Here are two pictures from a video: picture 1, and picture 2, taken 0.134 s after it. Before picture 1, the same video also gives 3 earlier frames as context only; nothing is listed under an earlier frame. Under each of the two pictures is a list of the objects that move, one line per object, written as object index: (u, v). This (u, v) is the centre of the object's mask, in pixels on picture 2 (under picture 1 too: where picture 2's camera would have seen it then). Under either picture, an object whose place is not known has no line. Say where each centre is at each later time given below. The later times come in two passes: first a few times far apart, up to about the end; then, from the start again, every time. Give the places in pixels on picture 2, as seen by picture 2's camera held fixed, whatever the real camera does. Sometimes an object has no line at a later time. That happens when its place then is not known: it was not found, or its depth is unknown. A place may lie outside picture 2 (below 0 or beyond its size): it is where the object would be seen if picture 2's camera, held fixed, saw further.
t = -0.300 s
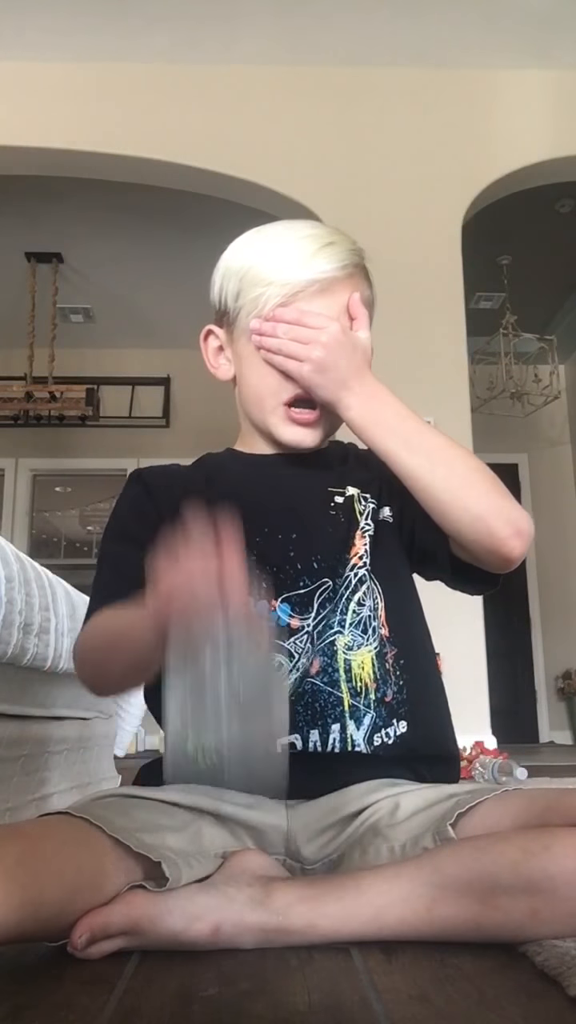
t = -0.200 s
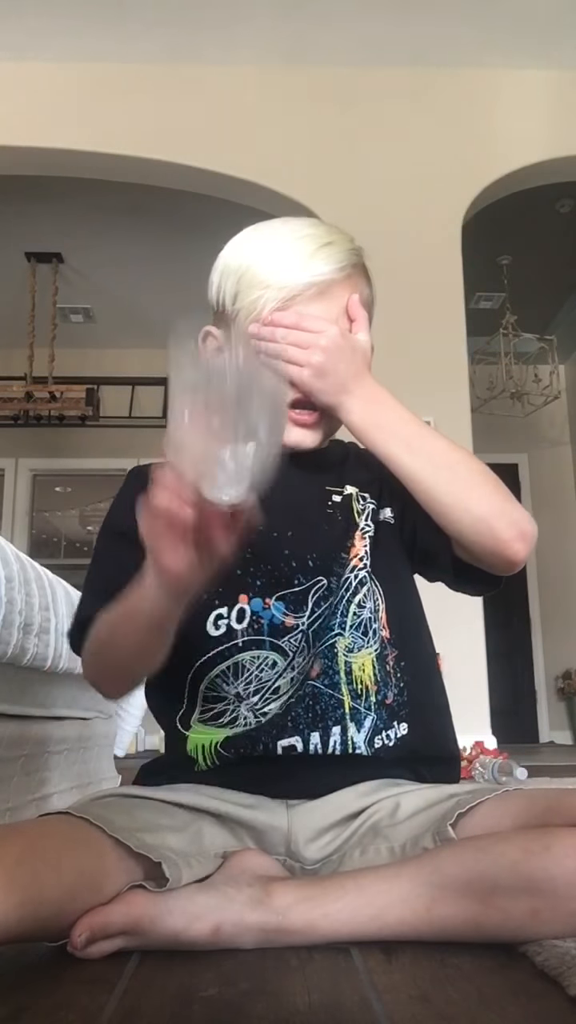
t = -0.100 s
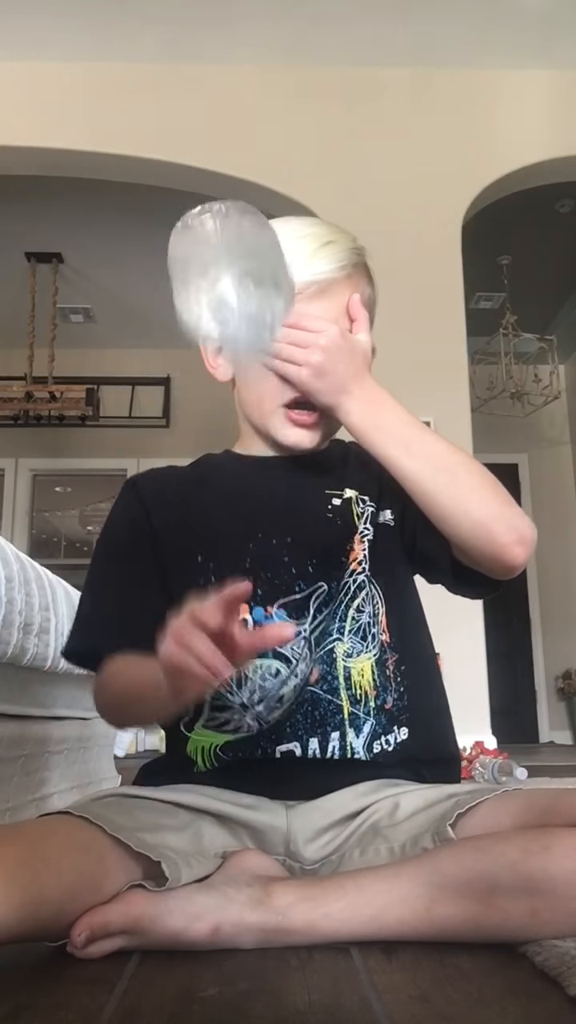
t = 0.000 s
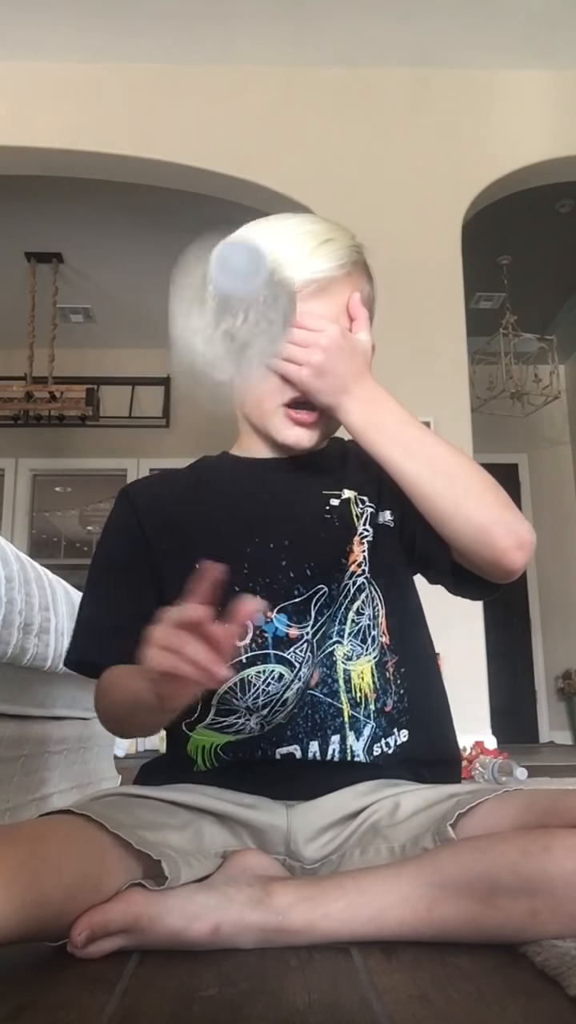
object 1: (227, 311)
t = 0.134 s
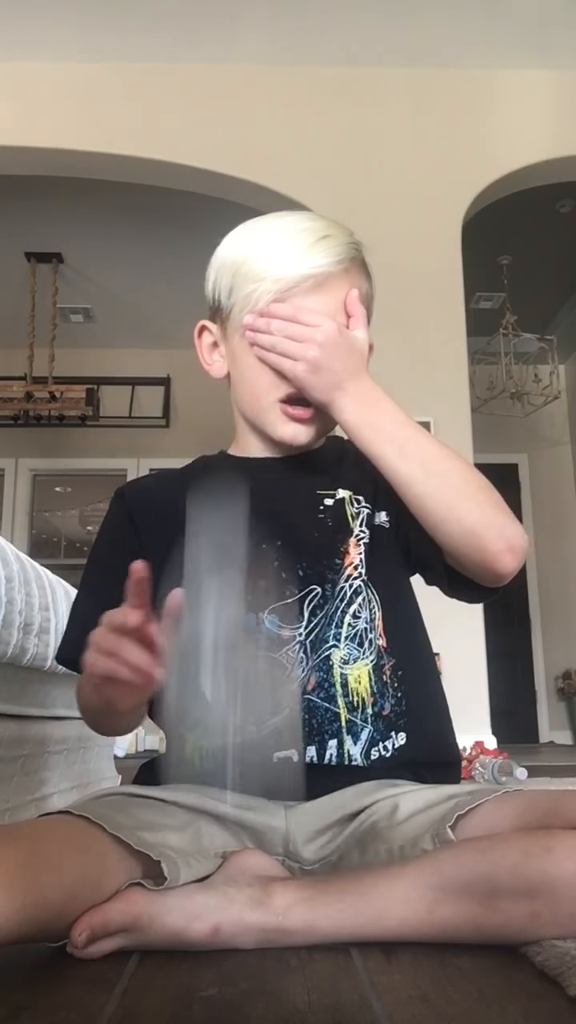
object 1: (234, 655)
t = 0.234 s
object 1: (245, 947)
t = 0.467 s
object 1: (266, 945)
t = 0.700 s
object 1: (266, 945)
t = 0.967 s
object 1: (267, 945)
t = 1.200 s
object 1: (266, 945)
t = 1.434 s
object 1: (267, 945)
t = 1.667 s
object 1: (267, 945)
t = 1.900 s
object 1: (267, 945)
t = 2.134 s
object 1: (266, 945)
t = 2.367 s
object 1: (266, 946)
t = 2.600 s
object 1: (266, 945)
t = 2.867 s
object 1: (266, 945)
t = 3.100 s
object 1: (267, 946)
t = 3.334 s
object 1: (267, 945)
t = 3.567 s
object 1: (267, 945)
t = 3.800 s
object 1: (267, 945)
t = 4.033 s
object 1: (266, 945)
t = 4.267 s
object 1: (266, 945)
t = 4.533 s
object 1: (266, 945)
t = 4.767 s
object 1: (266, 944)
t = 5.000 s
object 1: (266, 945)
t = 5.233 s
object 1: (266, 944)
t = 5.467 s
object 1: (265, 944)
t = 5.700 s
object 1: (267, 945)
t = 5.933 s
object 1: (267, 945)
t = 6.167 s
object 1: (266, 944)
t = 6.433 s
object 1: (266, 944)
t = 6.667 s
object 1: (267, 945)
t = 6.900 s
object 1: (266, 945)
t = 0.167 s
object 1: (232, 884)
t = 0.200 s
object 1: (232, 953)
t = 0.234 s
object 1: (245, 947)
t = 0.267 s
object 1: (251, 946)
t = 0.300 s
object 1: (259, 946)
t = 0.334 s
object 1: (264, 945)
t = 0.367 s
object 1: (266, 945)
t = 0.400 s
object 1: (266, 945)
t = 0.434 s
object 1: (266, 945)
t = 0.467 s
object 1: (266, 945)
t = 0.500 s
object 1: (266, 945)
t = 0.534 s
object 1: (266, 945)
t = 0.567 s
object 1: (266, 945)
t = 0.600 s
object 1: (266, 945)
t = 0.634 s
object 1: (266, 945)
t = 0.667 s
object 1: (266, 945)
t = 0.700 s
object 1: (266, 945)
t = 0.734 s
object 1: (266, 945)
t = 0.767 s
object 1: (266, 945)
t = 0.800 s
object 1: (266, 945)
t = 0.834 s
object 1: (266, 945)
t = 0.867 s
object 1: (266, 945)
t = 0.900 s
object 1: (266, 945)
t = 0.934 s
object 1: (266, 945)
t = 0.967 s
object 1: (267, 945)
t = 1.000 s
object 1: (267, 945)
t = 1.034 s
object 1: (266, 945)
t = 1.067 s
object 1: (266, 945)
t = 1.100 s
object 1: (267, 945)
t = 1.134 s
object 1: (267, 945)
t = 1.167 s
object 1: (266, 945)
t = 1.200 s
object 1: (266, 945)
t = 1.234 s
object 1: (266, 945)
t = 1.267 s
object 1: (266, 945)
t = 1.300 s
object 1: (266, 945)
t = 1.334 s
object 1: (267, 945)
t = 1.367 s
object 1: (266, 945)
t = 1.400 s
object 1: (266, 945)
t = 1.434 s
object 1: (267, 945)
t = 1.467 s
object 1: (267, 945)
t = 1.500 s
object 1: (266, 945)
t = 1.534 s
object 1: (266, 945)
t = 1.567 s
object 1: (266, 945)
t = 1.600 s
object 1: (267, 945)
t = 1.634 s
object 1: (267, 945)
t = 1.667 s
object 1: (267, 945)
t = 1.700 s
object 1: (267, 945)
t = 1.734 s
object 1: (266, 945)
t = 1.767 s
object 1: (266, 945)
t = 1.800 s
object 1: (266, 945)
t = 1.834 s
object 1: (267, 945)
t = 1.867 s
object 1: (267, 945)
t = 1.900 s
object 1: (267, 945)
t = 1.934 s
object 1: (266, 945)
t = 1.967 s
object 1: (266, 945)
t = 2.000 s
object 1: (266, 945)
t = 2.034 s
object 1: (266, 945)
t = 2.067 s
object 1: (266, 945)
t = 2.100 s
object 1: (266, 945)
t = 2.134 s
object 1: (266, 945)
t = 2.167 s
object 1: (266, 945)
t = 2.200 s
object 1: (266, 945)
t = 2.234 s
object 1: (266, 946)
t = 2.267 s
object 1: (266, 945)
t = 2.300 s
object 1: (266, 945)
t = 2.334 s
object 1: (266, 945)
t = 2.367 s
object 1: (266, 946)
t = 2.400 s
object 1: (266, 945)
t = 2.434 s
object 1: (266, 945)
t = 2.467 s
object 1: (266, 945)
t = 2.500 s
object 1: (266, 945)
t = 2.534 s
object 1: (266, 945)
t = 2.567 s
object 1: (266, 945)
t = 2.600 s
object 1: (266, 945)
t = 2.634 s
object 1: (266, 945)
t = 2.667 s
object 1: (266, 945)
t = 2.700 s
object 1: (266, 945)
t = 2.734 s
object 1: (266, 945)
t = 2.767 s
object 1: (266, 945)
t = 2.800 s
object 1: (266, 945)
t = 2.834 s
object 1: (266, 945)
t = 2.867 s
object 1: (266, 945)
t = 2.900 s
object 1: (266, 945)
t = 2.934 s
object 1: (266, 944)
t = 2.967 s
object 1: (266, 944)
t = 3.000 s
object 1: (266, 944)
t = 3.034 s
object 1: (266, 945)
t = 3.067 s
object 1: (266, 945)
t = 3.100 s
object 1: (267, 946)
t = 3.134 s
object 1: (266, 944)
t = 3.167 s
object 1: (266, 944)
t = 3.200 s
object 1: (266, 944)
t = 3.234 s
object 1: (266, 944)
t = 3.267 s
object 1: (266, 945)
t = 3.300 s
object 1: (267, 945)
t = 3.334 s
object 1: (267, 945)
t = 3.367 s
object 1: (266, 945)
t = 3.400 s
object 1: (266, 945)
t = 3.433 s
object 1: (267, 945)
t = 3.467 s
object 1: (266, 945)
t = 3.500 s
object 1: (267, 946)
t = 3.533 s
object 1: (267, 945)
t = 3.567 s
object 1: (267, 945)
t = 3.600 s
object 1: (266, 945)
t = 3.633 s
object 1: (266, 945)
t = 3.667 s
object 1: (266, 945)
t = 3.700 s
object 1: (266, 945)
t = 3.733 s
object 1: (266, 945)
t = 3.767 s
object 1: (266, 944)
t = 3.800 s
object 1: (267, 945)
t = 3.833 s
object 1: (267, 945)
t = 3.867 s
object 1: (267, 945)
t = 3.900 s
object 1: (267, 945)
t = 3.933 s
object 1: (267, 945)
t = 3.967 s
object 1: (266, 945)
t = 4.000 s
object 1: (266, 945)
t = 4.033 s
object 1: (266, 945)
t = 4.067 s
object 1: (266, 945)
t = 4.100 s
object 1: (267, 945)
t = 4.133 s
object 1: (266, 945)
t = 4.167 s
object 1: (266, 944)
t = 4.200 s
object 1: (266, 945)
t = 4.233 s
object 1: (266, 945)
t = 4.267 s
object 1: (266, 945)
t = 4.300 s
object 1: (266, 946)
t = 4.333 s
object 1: (265, 947)
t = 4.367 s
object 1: (266, 945)
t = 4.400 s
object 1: (266, 945)
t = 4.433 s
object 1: (266, 945)
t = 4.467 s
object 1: (266, 945)
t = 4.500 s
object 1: (266, 945)
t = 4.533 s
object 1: (266, 945)
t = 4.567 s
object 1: (266, 946)
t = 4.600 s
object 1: (266, 945)
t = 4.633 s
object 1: (267, 945)
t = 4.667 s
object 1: (266, 945)
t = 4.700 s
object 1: (266, 944)
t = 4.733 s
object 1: (266, 945)
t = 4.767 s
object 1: (266, 944)
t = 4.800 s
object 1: (266, 945)
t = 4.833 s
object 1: (266, 945)
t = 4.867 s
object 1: (265, 944)
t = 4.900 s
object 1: (265, 944)
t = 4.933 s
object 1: (266, 944)
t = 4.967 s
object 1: (265, 944)
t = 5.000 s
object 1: (266, 945)
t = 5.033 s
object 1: (267, 945)
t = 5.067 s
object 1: (265, 944)
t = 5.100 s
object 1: (265, 944)
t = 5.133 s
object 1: (265, 944)
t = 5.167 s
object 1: (266, 944)
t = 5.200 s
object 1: (265, 944)
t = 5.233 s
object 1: (266, 944)
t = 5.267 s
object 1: (265, 944)
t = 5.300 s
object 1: (265, 944)
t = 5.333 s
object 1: (265, 944)
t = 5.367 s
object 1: (266, 944)
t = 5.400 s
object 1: (266, 944)
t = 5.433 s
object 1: (266, 944)
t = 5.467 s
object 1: (265, 944)
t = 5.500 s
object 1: (267, 945)
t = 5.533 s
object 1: (266, 944)
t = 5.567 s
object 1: (267, 945)
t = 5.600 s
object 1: (267, 945)
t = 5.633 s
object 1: (267, 945)
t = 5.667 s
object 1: (267, 945)
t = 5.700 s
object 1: (267, 945)
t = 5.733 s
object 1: (267, 945)
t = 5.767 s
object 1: (267, 945)
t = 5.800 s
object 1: (267, 945)
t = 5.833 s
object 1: (267, 945)
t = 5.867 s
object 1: (267, 945)
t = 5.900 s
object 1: (267, 945)
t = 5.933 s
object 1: (267, 945)
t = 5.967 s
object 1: (267, 945)
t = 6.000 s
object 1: (267, 945)
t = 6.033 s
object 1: (267, 945)
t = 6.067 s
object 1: (266, 944)
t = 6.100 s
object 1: (266, 944)
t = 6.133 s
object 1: (266, 944)
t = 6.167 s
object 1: (266, 944)
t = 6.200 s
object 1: (266, 944)
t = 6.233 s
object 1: (266, 944)
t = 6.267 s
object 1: (266, 944)
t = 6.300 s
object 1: (266, 944)
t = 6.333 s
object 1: (266, 944)
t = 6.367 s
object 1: (266, 944)
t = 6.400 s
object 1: (266, 944)
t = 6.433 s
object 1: (266, 944)
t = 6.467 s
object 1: (266, 944)
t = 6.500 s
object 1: (266, 944)
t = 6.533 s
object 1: (266, 944)
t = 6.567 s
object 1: (266, 944)
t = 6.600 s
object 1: (266, 944)
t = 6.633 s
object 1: (266, 945)
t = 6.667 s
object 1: (267, 945)
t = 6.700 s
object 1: (267, 945)
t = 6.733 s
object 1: (267, 945)
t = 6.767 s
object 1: (267, 945)
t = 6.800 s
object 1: (267, 945)
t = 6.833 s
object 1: (266, 945)
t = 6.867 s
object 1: (266, 945)
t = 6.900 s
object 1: (266, 945)
